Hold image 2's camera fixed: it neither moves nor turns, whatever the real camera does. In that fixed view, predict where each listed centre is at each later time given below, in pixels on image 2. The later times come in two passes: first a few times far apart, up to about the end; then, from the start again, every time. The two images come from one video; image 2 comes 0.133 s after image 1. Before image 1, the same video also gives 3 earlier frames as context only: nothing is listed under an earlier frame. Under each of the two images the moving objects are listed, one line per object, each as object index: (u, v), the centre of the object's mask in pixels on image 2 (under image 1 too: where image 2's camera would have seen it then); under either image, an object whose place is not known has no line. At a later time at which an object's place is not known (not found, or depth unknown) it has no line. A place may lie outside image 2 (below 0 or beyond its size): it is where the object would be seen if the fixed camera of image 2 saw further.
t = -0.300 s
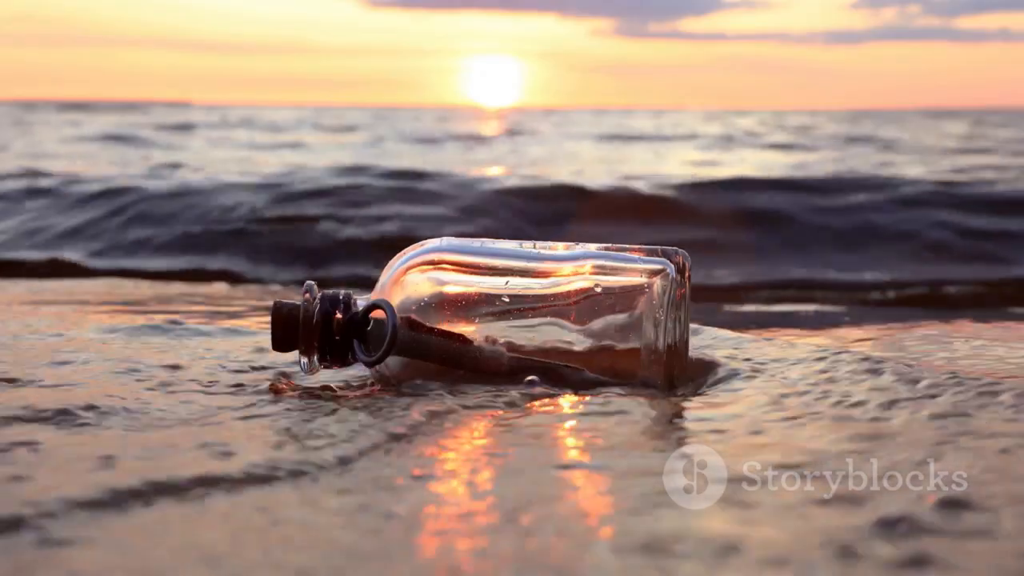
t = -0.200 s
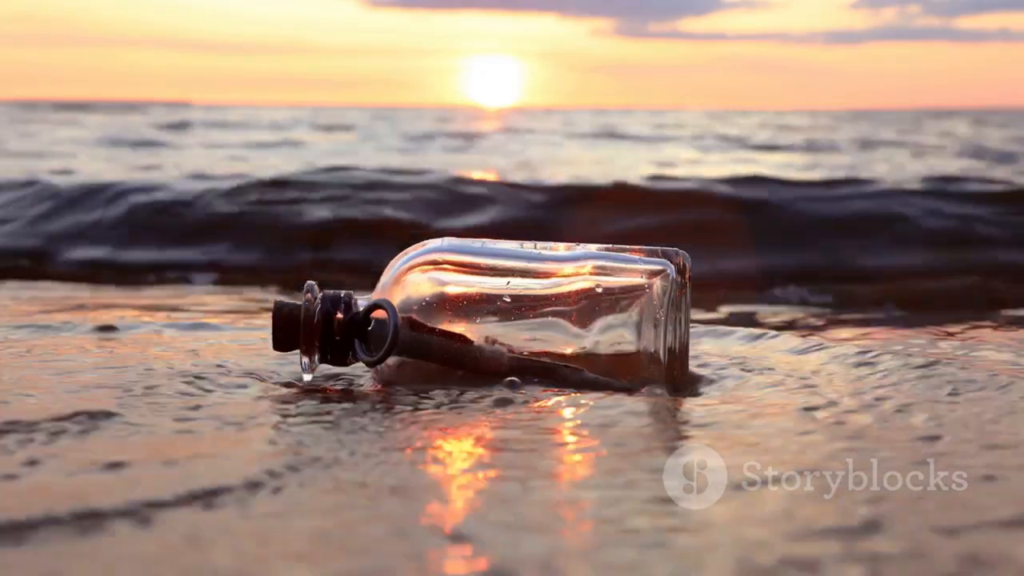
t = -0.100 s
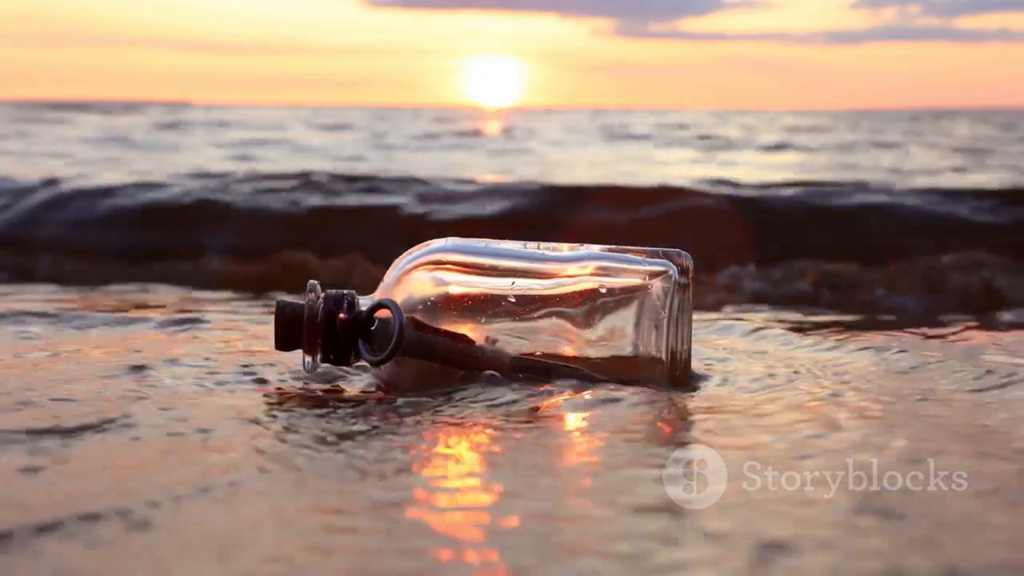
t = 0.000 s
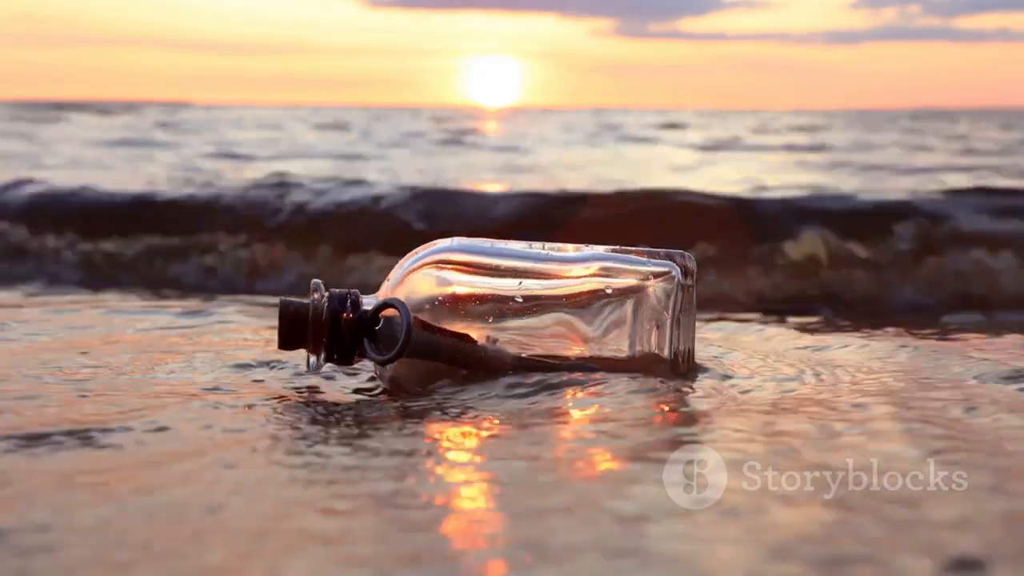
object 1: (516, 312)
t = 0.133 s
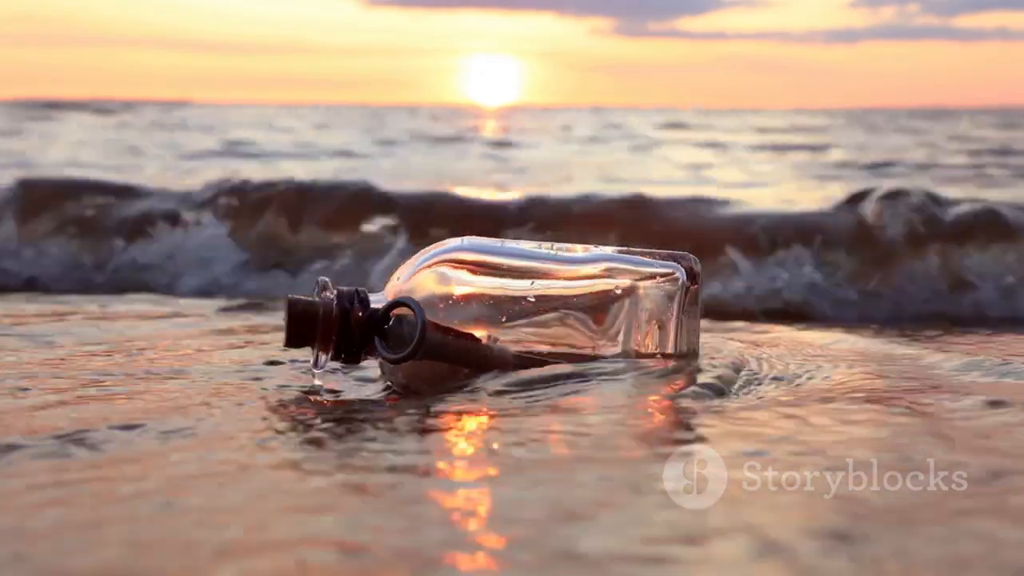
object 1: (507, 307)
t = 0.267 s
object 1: (500, 304)
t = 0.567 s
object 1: (494, 295)
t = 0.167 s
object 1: (505, 307)
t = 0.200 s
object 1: (503, 306)
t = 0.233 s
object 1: (501, 305)
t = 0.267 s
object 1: (500, 304)
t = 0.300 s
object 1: (502, 305)
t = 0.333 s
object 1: (502, 305)
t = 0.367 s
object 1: (501, 304)
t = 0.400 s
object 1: (496, 301)
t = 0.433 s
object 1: (497, 300)
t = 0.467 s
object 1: (496, 300)
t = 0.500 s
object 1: (497, 299)
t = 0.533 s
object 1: (494, 297)
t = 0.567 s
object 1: (494, 295)
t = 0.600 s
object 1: (491, 295)
